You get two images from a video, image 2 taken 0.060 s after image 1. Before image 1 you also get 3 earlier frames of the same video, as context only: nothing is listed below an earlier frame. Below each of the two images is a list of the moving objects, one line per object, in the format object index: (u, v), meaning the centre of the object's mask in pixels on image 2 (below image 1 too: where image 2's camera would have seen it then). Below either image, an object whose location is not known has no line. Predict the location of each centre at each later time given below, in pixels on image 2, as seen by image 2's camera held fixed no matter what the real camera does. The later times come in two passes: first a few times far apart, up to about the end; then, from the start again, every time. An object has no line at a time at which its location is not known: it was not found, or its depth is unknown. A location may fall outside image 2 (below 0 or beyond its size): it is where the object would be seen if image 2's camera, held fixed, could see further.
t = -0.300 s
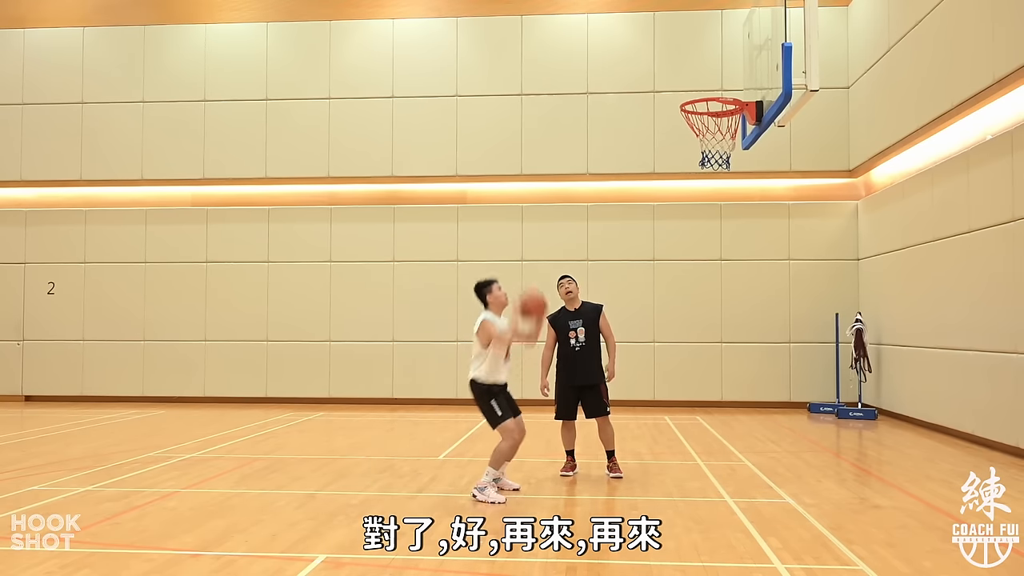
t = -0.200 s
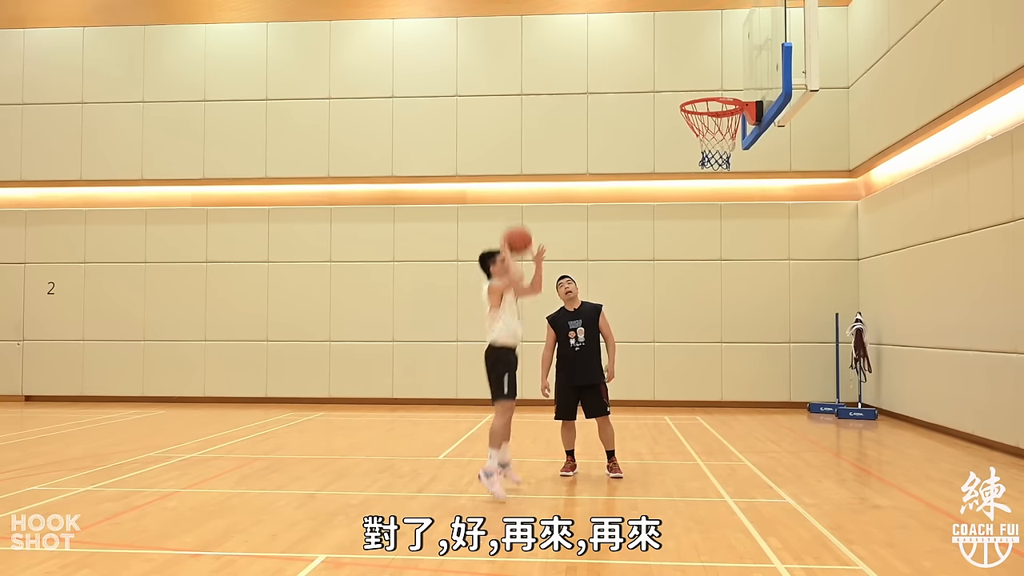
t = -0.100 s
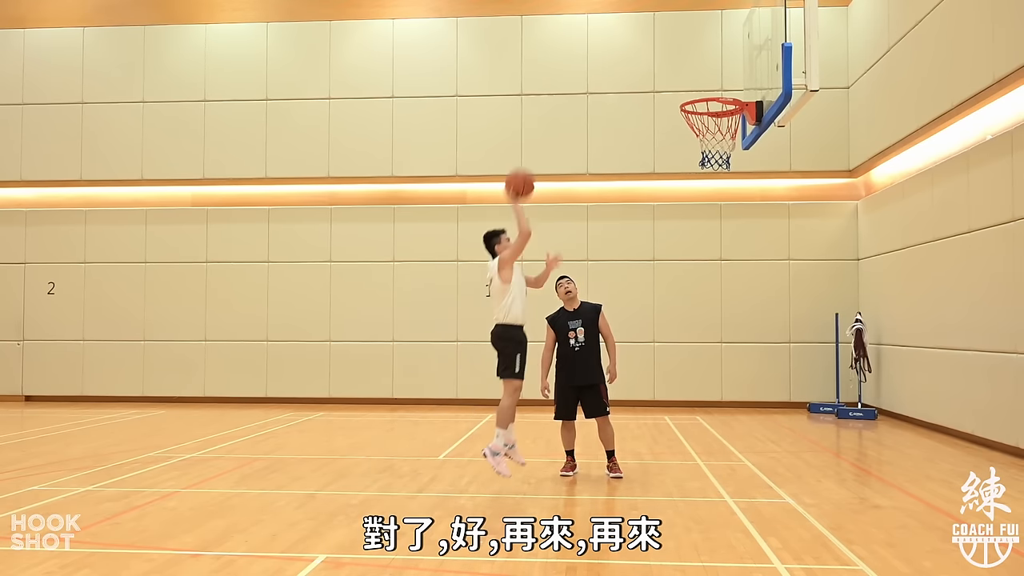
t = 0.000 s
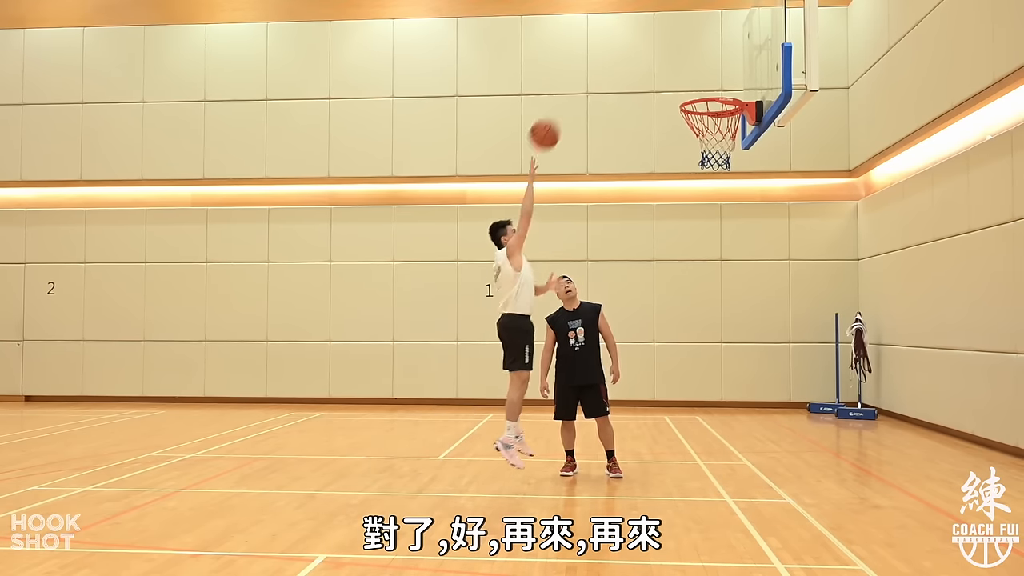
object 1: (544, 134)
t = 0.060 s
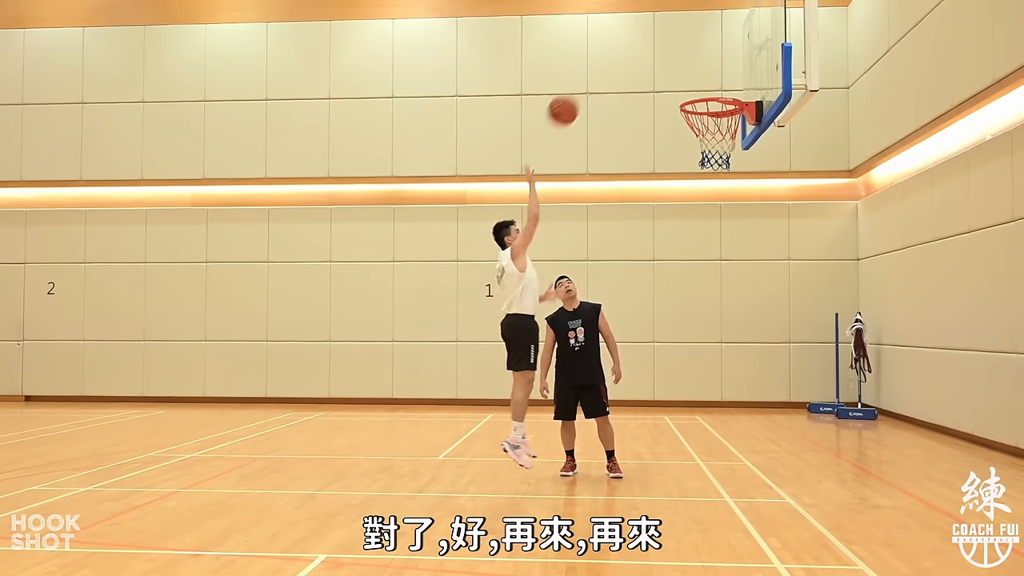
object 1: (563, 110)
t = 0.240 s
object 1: (618, 64)
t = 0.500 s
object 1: (698, 67)
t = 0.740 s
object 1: (723, 63)
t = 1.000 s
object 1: (704, 58)
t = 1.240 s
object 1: (686, 120)
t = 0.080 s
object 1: (569, 103)
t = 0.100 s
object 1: (575, 96)
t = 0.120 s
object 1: (581, 90)
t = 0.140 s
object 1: (587, 85)
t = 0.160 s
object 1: (593, 80)
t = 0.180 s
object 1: (600, 75)
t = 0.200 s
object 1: (606, 71)
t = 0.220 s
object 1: (612, 68)
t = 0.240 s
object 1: (618, 64)
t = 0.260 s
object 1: (624, 62)
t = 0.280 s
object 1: (631, 59)
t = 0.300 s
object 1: (637, 58)
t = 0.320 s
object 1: (643, 57)
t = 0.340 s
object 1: (649, 56)
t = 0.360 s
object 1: (655, 56)
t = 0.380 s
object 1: (661, 56)
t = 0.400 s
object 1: (667, 56)
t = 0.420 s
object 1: (673, 58)
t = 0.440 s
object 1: (680, 59)
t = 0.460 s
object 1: (686, 61)
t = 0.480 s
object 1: (692, 64)
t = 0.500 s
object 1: (698, 67)
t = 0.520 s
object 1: (704, 70)
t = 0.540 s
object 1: (710, 74)
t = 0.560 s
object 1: (716, 79)
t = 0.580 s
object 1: (722, 84)
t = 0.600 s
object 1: (729, 87)
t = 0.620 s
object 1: (733, 89)
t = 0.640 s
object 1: (731, 85)
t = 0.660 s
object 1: (729, 81)
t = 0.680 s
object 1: (728, 76)
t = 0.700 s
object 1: (726, 71)
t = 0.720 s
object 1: (725, 67)
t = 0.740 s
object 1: (723, 63)
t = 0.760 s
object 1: (722, 60)
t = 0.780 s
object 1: (720, 57)
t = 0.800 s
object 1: (719, 55)
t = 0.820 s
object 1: (718, 53)
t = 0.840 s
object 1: (716, 52)
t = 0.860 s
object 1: (715, 51)
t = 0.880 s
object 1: (713, 50)
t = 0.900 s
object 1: (712, 50)
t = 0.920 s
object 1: (710, 51)
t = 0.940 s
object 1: (709, 52)
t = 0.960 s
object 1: (707, 54)
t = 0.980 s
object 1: (706, 56)
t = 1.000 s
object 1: (704, 58)
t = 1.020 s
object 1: (702, 61)
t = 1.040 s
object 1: (701, 65)
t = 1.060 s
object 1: (699, 69)
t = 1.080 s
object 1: (698, 74)
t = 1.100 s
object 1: (696, 79)
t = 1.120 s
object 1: (695, 85)
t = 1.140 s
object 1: (693, 90)
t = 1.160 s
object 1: (692, 95)
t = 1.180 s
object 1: (690, 100)
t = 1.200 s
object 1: (689, 106)
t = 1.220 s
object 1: (687, 113)
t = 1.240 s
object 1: (686, 120)
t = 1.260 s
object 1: (684, 127)
